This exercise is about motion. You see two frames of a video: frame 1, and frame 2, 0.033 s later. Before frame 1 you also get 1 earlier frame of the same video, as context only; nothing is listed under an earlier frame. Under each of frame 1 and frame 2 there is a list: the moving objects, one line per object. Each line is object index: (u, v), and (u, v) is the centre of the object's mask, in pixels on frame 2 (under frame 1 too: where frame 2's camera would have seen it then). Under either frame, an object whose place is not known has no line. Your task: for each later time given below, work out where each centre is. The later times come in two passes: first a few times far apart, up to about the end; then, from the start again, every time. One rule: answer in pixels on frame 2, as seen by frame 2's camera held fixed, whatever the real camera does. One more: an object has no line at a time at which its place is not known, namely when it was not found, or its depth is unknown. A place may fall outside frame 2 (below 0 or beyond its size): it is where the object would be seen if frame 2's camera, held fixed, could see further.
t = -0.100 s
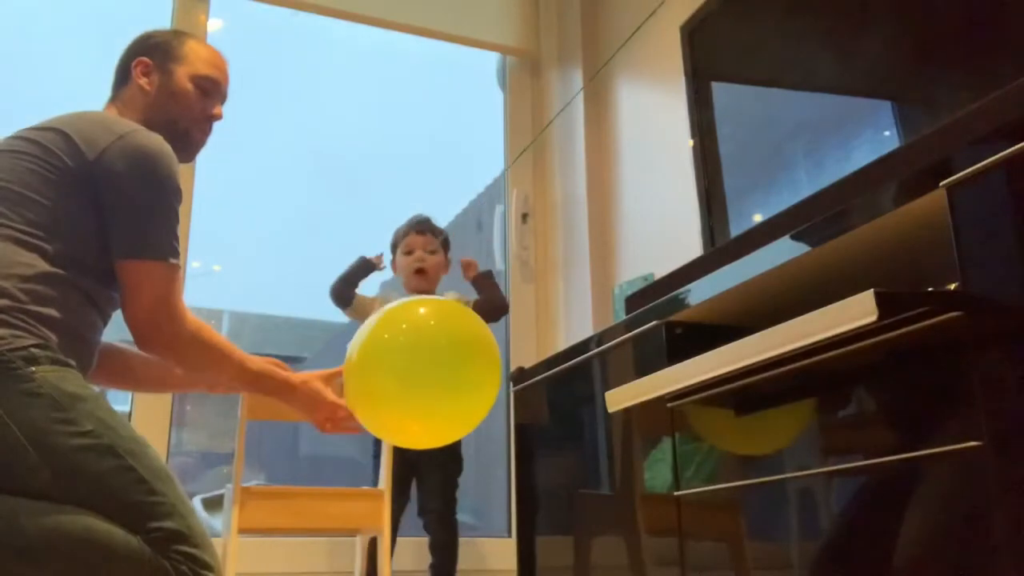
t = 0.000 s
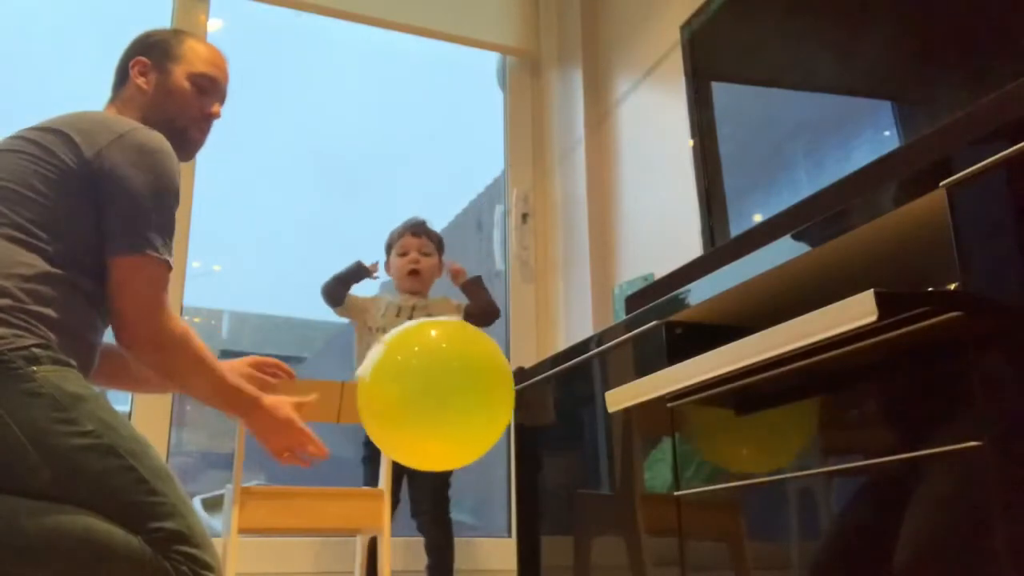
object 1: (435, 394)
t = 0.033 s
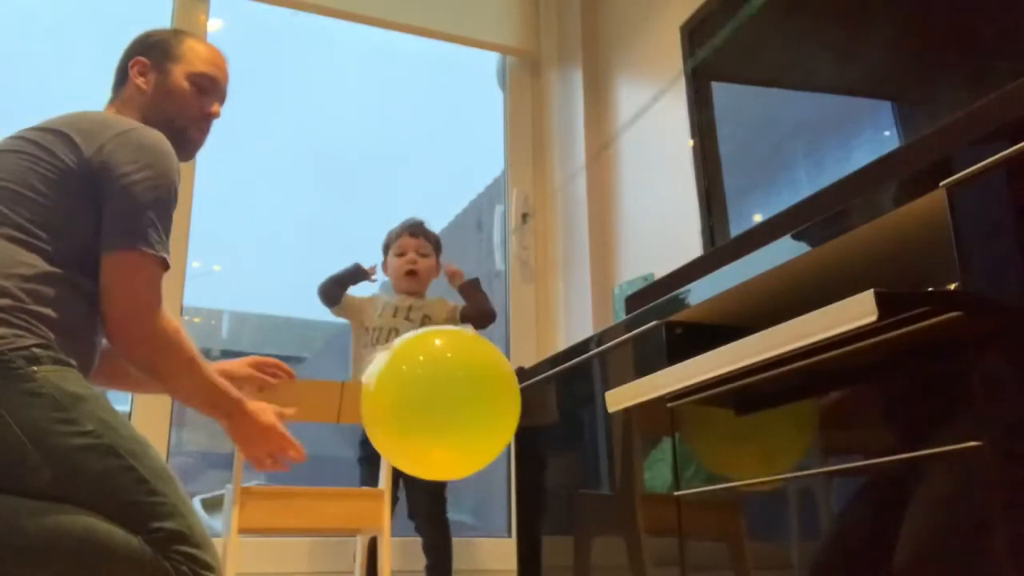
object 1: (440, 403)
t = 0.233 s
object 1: (452, 438)
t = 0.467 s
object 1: (424, 421)
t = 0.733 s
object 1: (403, 423)
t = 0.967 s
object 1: (403, 427)
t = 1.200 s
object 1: (425, 407)
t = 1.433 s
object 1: (458, 411)
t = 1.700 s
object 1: (483, 404)
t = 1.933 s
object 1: (493, 391)
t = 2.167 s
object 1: (496, 395)
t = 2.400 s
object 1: (486, 398)
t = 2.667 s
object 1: (470, 392)
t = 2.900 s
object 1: (463, 391)
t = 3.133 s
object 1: (472, 394)
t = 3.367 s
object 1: (490, 387)
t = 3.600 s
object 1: (504, 385)
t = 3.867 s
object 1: (503, 385)
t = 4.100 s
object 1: (489, 391)
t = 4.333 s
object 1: (472, 406)
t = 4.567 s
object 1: (474, 448)
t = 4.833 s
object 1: (494, 496)
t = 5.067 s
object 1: (487, 385)
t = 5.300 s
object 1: (523, 387)
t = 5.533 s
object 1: (525, 402)
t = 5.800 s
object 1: (482, 320)
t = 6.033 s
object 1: (470, 391)
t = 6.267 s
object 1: (520, 345)
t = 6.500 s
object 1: (559, 351)
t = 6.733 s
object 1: (538, 350)
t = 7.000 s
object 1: (479, 354)
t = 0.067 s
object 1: (446, 412)
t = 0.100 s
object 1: (451, 421)
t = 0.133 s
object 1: (454, 429)
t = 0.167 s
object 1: (456, 434)
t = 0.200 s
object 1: (455, 437)
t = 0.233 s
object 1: (452, 438)
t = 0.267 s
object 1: (449, 437)
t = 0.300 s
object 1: (445, 435)
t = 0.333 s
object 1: (440, 432)
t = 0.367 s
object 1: (436, 429)
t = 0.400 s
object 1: (432, 426)
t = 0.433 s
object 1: (428, 424)
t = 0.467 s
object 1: (424, 421)
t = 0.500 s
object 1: (421, 419)
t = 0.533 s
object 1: (418, 417)
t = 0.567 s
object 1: (415, 416)
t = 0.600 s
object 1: (412, 415)
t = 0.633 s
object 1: (409, 416)
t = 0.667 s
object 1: (407, 418)
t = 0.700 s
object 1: (405, 421)
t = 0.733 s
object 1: (403, 423)
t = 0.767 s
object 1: (402, 427)
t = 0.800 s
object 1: (402, 429)
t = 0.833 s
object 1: (402, 431)
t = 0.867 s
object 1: (401, 432)
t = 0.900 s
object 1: (401, 431)
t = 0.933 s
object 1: (402, 429)
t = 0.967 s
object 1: (403, 427)
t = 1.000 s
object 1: (405, 424)
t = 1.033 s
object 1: (407, 421)
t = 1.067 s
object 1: (410, 417)
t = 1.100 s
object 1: (413, 414)
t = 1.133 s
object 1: (417, 411)
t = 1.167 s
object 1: (421, 409)
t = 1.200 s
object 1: (425, 407)
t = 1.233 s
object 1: (429, 406)
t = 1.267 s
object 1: (434, 406)
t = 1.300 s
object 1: (439, 406)
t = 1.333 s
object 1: (444, 407)
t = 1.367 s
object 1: (449, 409)
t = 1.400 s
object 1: (454, 410)
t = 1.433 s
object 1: (458, 411)
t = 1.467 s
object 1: (463, 412)
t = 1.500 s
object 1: (467, 413)
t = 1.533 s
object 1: (471, 413)
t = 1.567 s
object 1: (475, 413)
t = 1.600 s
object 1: (477, 411)
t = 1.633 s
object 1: (480, 409)
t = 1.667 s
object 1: (482, 407)
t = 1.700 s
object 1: (483, 404)
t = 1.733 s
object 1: (485, 401)
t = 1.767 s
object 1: (486, 398)
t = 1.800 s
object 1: (488, 396)
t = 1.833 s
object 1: (489, 394)
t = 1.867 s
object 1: (491, 393)
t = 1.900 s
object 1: (492, 392)
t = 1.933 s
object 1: (493, 391)
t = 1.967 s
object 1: (494, 391)
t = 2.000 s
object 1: (494, 391)
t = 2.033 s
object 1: (495, 391)
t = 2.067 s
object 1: (495, 391)
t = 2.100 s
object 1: (496, 392)
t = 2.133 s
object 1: (496, 393)
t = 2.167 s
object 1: (496, 395)
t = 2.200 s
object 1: (496, 396)
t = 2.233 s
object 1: (495, 397)
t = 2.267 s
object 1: (494, 397)
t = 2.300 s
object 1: (492, 397)
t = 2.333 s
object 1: (490, 398)
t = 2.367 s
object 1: (488, 398)
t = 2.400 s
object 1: (486, 398)
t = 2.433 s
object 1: (484, 398)
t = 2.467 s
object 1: (482, 398)
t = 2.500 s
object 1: (480, 398)
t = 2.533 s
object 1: (478, 397)
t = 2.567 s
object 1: (476, 396)
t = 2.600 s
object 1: (474, 395)
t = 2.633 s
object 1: (472, 394)
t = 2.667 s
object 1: (470, 392)
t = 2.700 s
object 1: (469, 391)
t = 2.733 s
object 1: (467, 391)
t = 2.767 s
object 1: (466, 390)
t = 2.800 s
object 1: (464, 390)
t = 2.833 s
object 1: (463, 390)
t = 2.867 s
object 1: (463, 391)
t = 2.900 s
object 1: (463, 391)
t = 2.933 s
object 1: (463, 392)
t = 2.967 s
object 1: (463, 393)
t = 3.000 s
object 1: (464, 393)
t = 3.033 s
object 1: (466, 394)
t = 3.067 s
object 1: (468, 394)
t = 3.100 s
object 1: (470, 394)
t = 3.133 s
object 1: (472, 394)
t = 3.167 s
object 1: (474, 394)
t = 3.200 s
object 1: (477, 393)
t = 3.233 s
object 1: (479, 392)
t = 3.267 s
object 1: (482, 391)
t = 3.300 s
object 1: (485, 390)
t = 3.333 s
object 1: (488, 388)
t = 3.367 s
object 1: (490, 387)
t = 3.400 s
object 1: (493, 386)
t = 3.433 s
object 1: (496, 385)
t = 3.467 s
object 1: (498, 385)
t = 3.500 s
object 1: (500, 385)
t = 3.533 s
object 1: (502, 385)
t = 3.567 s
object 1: (503, 384)
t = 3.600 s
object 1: (504, 385)
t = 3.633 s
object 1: (505, 385)
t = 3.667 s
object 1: (506, 385)
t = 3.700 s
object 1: (507, 385)
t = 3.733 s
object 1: (507, 386)
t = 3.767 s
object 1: (506, 386)
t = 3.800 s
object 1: (506, 386)
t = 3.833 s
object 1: (505, 386)
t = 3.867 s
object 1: (503, 385)
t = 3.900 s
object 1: (502, 385)
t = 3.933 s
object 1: (499, 384)
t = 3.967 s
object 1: (498, 385)
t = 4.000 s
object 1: (496, 386)
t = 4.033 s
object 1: (494, 388)
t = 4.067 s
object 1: (491, 390)
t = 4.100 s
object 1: (489, 391)
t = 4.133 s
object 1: (486, 393)
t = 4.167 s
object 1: (483, 394)
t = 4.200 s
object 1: (480, 395)
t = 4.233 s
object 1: (477, 397)
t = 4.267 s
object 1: (475, 400)
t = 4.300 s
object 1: (473, 402)
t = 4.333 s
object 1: (472, 406)
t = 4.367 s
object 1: (472, 411)
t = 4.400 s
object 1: (472, 416)
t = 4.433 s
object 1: (472, 424)
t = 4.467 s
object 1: (473, 432)
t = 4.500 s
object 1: (473, 439)
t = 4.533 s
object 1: (474, 445)
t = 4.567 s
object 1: (474, 448)
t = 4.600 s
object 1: (474, 451)
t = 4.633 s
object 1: (476, 455)
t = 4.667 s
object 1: (478, 460)
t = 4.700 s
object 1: (481, 468)
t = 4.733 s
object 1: (485, 478)
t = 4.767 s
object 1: (489, 487)
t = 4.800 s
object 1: (492, 495)
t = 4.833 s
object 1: (494, 496)
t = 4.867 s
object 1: (493, 488)
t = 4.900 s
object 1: (490, 469)
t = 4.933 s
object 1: (487, 448)
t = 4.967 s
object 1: (485, 426)
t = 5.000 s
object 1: (484, 412)
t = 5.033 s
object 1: (485, 396)
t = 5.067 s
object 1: (487, 385)
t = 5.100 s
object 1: (491, 380)
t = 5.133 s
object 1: (496, 375)
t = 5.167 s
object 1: (501, 373)
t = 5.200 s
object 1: (508, 374)
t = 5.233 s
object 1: (513, 377)
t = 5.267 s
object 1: (518, 381)
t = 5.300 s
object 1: (523, 387)
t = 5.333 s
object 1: (527, 394)
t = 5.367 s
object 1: (532, 402)
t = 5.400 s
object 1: (535, 410)
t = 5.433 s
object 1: (537, 417)
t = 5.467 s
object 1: (537, 420)
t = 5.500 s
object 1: (533, 415)
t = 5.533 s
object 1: (525, 402)
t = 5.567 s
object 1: (516, 385)
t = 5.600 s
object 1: (508, 368)
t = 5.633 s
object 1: (501, 352)
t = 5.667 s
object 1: (496, 339)
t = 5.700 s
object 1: (492, 329)
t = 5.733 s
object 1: (488, 322)
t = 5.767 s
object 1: (485, 319)
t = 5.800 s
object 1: (482, 320)
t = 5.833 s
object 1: (478, 325)
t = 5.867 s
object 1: (475, 333)
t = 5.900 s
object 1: (472, 344)
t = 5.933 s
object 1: (469, 357)
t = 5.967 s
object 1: (468, 371)
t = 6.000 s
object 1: (469, 383)
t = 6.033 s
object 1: (470, 391)
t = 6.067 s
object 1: (475, 391)
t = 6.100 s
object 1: (480, 386)
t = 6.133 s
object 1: (487, 377)
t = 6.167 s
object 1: (496, 367)
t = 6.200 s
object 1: (504, 358)
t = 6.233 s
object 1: (513, 351)
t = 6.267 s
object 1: (520, 345)
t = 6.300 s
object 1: (527, 341)
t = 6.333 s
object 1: (533, 338)
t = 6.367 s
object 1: (539, 337)
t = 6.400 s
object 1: (545, 339)
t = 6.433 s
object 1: (550, 342)
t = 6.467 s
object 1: (555, 346)
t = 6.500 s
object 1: (559, 351)
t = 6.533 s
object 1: (561, 355)
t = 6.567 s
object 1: (562, 358)
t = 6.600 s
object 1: (561, 360)
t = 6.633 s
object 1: (558, 359)
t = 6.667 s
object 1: (553, 357)
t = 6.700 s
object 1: (546, 354)
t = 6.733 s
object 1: (538, 350)
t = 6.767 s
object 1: (530, 349)
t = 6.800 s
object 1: (521, 348)
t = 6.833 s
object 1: (513, 347)
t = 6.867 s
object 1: (505, 348)
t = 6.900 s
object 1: (497, 350)
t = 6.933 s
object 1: (490, 352)
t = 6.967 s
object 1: (484, 353)
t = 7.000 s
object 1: (479, 354)
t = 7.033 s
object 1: (476, 355)
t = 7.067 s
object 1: (474, 355)
